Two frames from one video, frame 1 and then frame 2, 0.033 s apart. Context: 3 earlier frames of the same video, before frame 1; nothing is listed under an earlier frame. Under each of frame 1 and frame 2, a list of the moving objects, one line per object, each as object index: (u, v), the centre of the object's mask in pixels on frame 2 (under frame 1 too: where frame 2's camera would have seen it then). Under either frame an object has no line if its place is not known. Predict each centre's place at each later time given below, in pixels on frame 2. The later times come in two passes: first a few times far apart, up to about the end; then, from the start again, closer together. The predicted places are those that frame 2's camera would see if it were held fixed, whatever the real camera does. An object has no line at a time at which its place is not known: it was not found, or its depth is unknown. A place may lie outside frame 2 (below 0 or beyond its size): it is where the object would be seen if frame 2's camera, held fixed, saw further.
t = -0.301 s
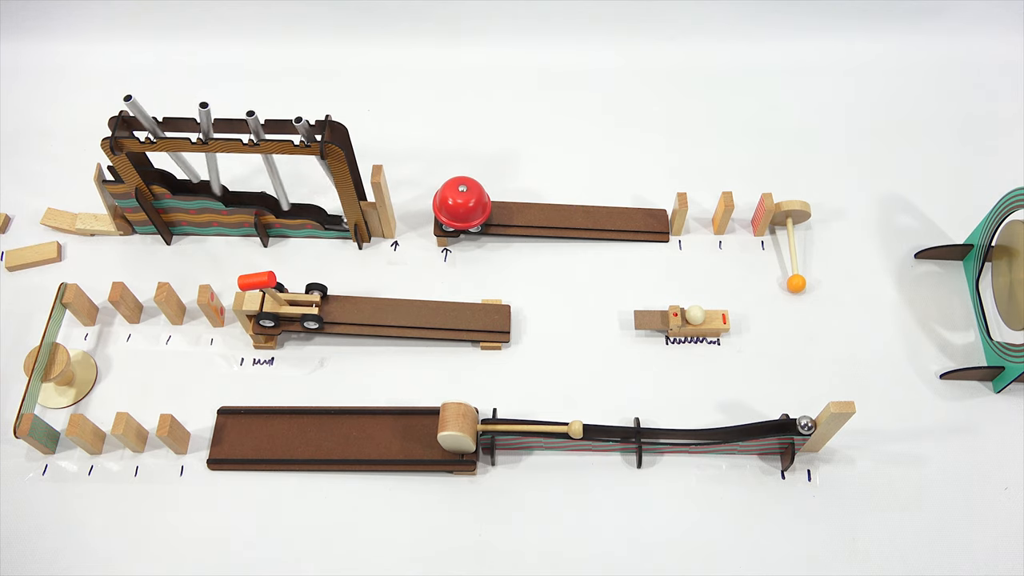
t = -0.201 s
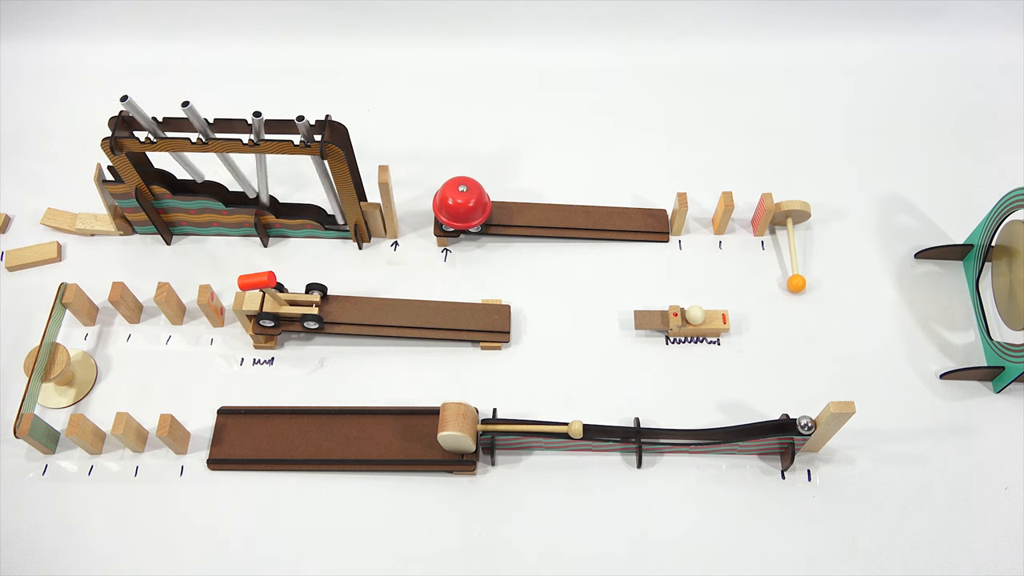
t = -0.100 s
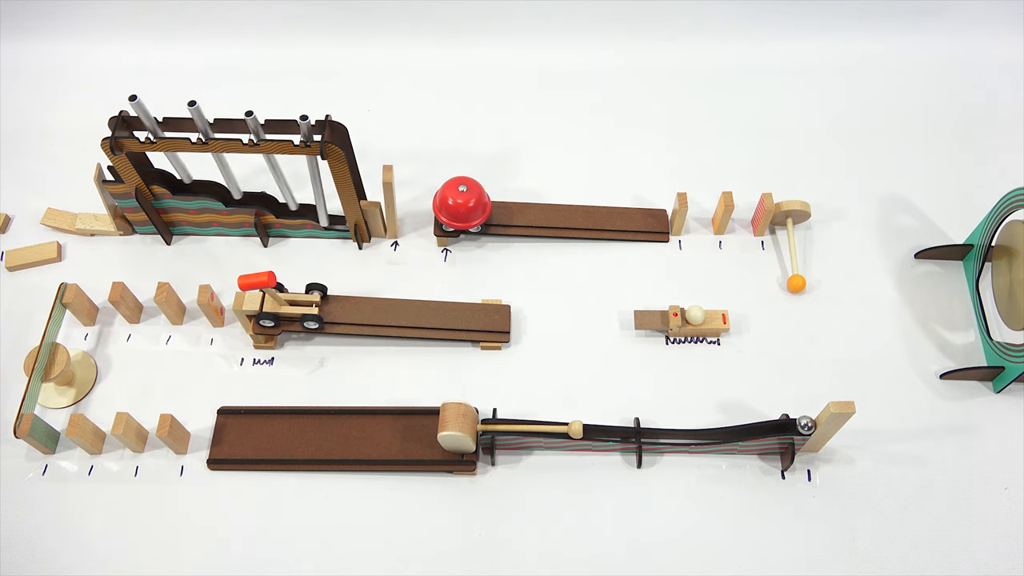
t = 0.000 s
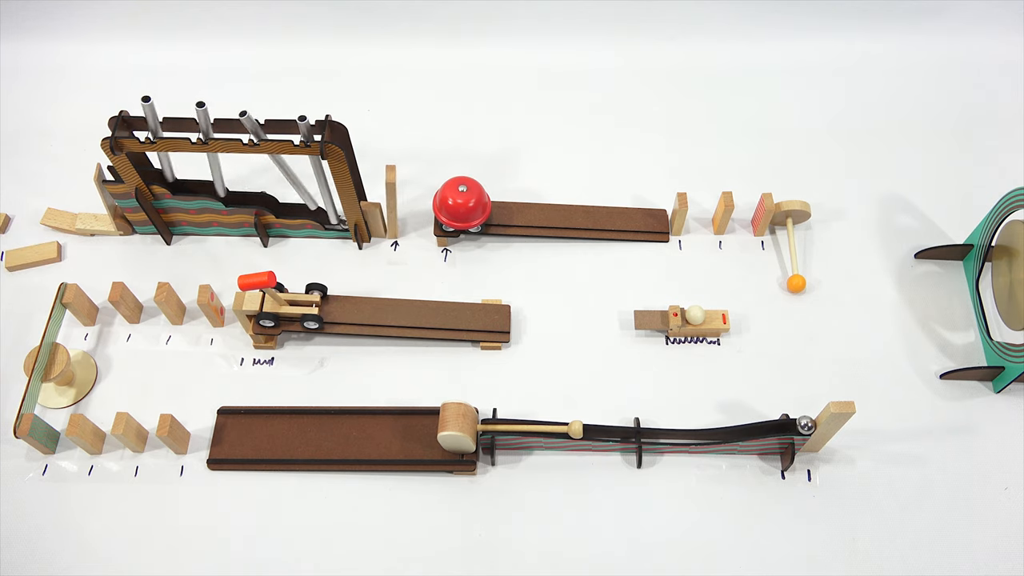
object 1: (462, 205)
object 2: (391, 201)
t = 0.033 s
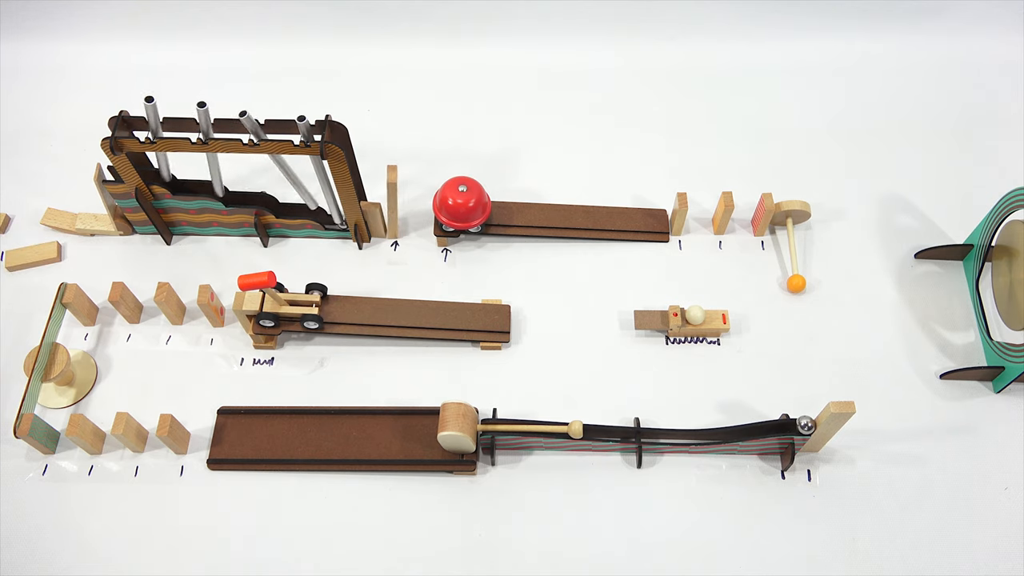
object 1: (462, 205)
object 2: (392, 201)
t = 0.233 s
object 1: (462, 205)
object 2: (411, 203)
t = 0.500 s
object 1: (492, 206)
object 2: (426, 213)
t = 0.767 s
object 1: (565, 207)
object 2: (428, 216)
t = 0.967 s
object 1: (627, 210)
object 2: (428, 216)
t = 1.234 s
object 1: (691, 216)
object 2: (428, 216)
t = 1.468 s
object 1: (698, 217)
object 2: (428, 216)
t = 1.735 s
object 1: (696, 217)
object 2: (428, 216)
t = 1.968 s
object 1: (696, 217)
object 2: (428, 216)
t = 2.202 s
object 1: (696, 217)
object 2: (428, 216)
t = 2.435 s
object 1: (696, 217)
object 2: (428, 216)
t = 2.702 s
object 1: (696, 217)
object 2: (428, 216)
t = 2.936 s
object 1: (696, 217)
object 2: (428, 216)
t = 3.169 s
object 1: (696, 217)
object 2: (428, 216)
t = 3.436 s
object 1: (696, 217)
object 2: (428, 216)
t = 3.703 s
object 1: (696, 217)
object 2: (428, 216)
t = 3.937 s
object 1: (696, 217)
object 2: (428, 216)
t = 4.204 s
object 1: (696, 217)
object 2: (428, 216)
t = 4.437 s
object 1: (696, 217)
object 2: (428, 216)
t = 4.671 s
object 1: (696, 217)
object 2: (428, 216)
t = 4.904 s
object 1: (696, 217)
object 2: (428, 216)
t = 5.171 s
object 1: (696, 217)
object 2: (428, 216)
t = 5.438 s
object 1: (696, 217)
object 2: (428, 216)
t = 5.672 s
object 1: (696, 217)
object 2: (428, 216)
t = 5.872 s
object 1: (696, 217)
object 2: (428, 216)
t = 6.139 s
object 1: (696, 217)
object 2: (428, 216)
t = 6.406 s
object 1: (696, 217)
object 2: (428, 216)
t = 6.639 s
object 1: (696, 217)
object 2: (428, 216)
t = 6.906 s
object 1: (696, 217)
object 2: (428, 216)
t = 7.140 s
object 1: (696, 217)
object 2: (428, 216)
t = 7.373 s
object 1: (696, 217)
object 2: (428, 216)
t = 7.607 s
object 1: (696, 217)
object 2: (428, 216)
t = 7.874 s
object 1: (696, 217)
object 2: (428, 216)
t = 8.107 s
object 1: (696, 217)
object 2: (428, 216)
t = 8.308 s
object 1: (696, 217)
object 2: (428, 216)
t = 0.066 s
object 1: (462, 205)
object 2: (393, 201)
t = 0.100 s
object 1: (462, 205)
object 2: (395, 202)
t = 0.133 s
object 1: (462, 205)
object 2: (397, 202)
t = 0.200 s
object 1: (462, 205)
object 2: (405, 202)
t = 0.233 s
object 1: (462, 205)
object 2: (411, 203)
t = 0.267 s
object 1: (464, 206)
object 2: (419, 205)
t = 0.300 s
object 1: (465, 206)
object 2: (418, 205)
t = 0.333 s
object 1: (468, 206)
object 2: (419, 207)
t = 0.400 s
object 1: (477, 206)
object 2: (421, 209)
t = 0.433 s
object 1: (482, 206)
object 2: (423, 210)
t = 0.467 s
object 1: (487, 206)
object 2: (424, 211)
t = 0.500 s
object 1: (492, 206)
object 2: (426, 213)
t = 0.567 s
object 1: (507, 206)
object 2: (428, 216)
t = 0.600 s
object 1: (516, 206)
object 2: (428, 216)
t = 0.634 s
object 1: (525, 206)
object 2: (428, 216)
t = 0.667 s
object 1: (535, 206)
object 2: (428, 216)
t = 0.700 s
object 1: (545, 206)
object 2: (428, 216)
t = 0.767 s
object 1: (565, 207)
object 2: (428, 216)
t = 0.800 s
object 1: (575, 208)
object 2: (428, 216)
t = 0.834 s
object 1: (586, 208)
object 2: (428, 216)
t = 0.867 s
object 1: (597, 208)
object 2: (428, 216)
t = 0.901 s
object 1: (608, 209)
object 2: (428, 216)
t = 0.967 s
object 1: (627, 210)
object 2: (428, 216)
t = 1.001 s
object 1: (637, 211)
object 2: (428, 216)
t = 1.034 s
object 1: (647, 212)
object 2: (428, 216)
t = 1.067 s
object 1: (656, 212)
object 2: (428, 216)
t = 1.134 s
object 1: (673, 214)
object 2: (428, 216)
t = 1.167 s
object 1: (680, 215)
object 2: (428, 216)
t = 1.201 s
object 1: (686, 215)
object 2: (428, 216)
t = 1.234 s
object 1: (691, 216)
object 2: (428, 216)
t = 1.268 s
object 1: (694, 217)
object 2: (428, 216)
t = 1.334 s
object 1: (698, 217)
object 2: (428, 216)
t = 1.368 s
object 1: (699, 217)
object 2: (428, 216)
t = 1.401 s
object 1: (699, 217)
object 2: (428, 216)
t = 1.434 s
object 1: (699, 217)
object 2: (428, 216)
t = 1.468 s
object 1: (698, 217)
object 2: (428, 216)
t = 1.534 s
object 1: (697, 217)
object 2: (428, 216)
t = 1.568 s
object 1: (697, 217)
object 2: (428, 216)
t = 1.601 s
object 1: (696, 217)
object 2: (428, 216)
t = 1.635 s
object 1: (696, 217)
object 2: (428, 216)
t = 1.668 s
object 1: (696, 217)
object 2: (428, 216)
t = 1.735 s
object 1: (696, 217)
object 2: (428, 216)
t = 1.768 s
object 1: (696, 217)
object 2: (428, 216)
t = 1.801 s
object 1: (696, 217)
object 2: (428, 216)
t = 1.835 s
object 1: (696, 217)
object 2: (428, 216)
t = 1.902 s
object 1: (696, 217)
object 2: (428, 216)
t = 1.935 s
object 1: (696, 217)
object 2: (428, 216)
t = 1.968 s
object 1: (696, 217)
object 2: (428, 216)
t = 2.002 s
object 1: (696, 217)
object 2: (428, 216)
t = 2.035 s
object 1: (696, 217)
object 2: (428, 216)
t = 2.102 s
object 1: (696, 217)
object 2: (428, 216)
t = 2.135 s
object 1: (696, 217)
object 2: (428, 216)
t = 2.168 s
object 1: (696, 217)
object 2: (428, 216)
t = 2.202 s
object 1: (696, 217)
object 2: (428, 216)
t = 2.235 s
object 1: (696, 217)
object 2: (428, 216)
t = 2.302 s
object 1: (696, 217)
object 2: (428, 216)
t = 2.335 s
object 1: (696, 217)
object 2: (428, 216)
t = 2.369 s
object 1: (696, 217)
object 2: (428, 216)
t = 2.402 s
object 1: (696, 217)
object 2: (428, 216)
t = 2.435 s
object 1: (696, 217)
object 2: (428, 216)
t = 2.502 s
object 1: (696, 217)
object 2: (428, 216)
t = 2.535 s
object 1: (696, 217)
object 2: (428, 216)
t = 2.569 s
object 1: (696, 217)
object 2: (428, 216)
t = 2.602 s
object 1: (696, 217)
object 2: (428, 216)
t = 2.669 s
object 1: (696, 217)
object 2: (428, 216)
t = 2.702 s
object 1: (696, 217)
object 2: (428, 216)
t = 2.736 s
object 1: (696, 217)
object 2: (428, 216)
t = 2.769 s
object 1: (696, 217)
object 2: (428, 216)
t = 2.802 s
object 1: (696, 217)
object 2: (428, 216)
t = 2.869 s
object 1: (696, 217)
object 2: (428, 216)
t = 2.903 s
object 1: (696, 217)
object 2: (428, 216)
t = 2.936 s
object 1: (696, 217)
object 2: (428, 216)
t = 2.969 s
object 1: (696, 217)
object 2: (428, 216)
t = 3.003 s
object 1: (696, 217)
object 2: (428, 216)
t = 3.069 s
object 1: (696, 217)
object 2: (428, 216)
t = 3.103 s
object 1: (696, 217)
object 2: (428, 216)
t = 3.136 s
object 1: (696, 217)
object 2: (428, 216)
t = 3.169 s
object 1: (696, 217)
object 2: (428, 216)
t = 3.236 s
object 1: (696, 217)
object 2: (428, 216)
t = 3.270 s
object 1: (696, 217)
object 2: (428, 216)
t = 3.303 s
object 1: (696, 217)
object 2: (428, 216)
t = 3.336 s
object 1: (696, 217)
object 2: (428, 216)
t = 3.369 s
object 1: (696, 217)
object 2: (428, 216)
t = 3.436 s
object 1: (696, 217)
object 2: (428, 216)
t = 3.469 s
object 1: (696, 217)
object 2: (428, 216)
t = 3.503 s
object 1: (696, 217)
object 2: (428, 216)
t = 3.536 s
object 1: (696, 217)
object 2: (428, 216)
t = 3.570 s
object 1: (696, 217)
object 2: (428, 216)
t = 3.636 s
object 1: (696, 217)
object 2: (428, 216)
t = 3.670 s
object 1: (696, 217)
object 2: (428, 216)
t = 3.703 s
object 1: (696, 217)
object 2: (428, 216)
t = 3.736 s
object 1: (696, 217)
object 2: (428, 216)
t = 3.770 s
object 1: (696, 217)
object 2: (428, 216)
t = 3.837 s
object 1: (696, 217)
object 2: (428, 216)
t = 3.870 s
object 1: (696, 217)
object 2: (428, 216)
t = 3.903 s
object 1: (696, 217)
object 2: (428, 216)
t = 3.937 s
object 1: (696, 217)
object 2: (428, 216)
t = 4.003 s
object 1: (696, 217)
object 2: (428, 216)
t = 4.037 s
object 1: (696, 217)
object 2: (428, 216)
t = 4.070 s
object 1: (696, 217)
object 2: (428, 216)
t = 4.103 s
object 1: (696, 217)
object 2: (428, 216)
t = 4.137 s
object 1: (696, 217)
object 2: (428, 216)
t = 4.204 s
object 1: (696, 217)
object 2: (428, 216)
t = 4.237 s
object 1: (696, 217)
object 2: (428, 216)
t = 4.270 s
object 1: (696, 217)
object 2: (428, 216)
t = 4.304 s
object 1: (696, 217)
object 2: (428, 216)
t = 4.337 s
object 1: (696, 217)
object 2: (428, 216)
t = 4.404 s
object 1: (696, 217)
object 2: (428, 216)
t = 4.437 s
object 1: (696, 217)
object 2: (428, 216)
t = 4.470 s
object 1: (696, 217)
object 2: (428, 216)
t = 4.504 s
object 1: (696, 217)
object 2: (428, 216)
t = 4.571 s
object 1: (696, 217)
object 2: (428, 216)
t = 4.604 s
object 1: (696, 217)
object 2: (428, 216)
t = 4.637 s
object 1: (696, 217)
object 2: (428, 216)
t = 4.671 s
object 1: (696, 217)
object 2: (428, 216)
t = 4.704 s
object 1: (696, 217)
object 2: (428, 216)
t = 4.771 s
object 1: (696, 217)
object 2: (428, 216)
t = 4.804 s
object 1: (696, 217)
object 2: (428, 216)
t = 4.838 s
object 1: (696, 217)
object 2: (428, 216)
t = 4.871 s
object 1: (696, 217)
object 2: (428, 216)
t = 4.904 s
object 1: (696, 217)
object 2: (428, 216)
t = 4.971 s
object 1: (696, 217)
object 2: (428, 216)
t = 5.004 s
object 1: (696, 217)
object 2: (428, 216)
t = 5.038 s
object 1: (696, 217)
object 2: (428, 216)
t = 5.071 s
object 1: (696, 217)
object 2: (428, 216)
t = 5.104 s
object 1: (696, 217)
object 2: (428, 216)
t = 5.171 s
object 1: (696, 217)
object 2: (428, 216)
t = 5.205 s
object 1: (696, 217)
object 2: (428, 216)
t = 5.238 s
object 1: (696, 217)
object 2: (428, 216)
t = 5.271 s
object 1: (696, 217)
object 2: (428, 216)
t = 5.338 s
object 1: (696, 217)
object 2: (428, 216)
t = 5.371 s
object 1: (696, 217)
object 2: (428, 216)
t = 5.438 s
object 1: (696, 217)
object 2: (428, 216)
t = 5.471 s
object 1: (696, 217)
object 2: (428, 216)
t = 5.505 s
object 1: (696, 217)
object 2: (428, 216)
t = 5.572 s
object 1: (696, 217)
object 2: (428, 216)
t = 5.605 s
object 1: (696, 217)
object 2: (428, 216)
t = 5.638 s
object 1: (696, 217)
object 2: (428, 216)
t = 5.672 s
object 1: (696, 217)
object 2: (428, 216)
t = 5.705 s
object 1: (696, 217)
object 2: (428, 216)
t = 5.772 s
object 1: (696, 217)
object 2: (428, 216)
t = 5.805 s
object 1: (696, 217)
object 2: (428, 216)
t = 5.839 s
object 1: (696, 217)
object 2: (428, 216)
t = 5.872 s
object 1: (696, 217)
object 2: (428, 216)
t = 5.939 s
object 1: (696, 217)
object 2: (428, 216)
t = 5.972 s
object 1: (696, 217)
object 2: (428, 216)
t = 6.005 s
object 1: (696, 217)
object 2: (428, 216)
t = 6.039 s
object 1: (696, 217)
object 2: (428, 216)
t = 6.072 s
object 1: (696, 217)
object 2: (428, 216)
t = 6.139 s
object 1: (696, 217)
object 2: (428, 216)
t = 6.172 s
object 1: (696, 217)
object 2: (428, 216)
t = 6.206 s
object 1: (696, 217)
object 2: (428, 216)
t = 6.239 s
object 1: (696, 217)
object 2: (428, 216)
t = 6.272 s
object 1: (696, 217)
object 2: (428, 216)
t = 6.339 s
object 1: (696, 217)
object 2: (428, 216)
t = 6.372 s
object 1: (696, 217)
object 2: (428, 216)
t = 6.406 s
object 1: (696, 217)
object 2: (428, 216)
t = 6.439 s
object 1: (696, 217)
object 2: (428, 216)
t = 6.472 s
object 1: (696, 217)
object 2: (428, 216)
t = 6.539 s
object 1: (696, 217)
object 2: (428, 216)
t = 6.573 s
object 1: (696, 217)
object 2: (428, 216)
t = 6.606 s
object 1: (696, 217)
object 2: (428, 216)
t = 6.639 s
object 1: (696, 217)
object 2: (428, 216)
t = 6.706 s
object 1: (696, 217)
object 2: (428, 216)
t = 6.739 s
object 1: (696, 217)
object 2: (428, 216)
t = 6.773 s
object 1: (696, 217)
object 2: (428, 216)
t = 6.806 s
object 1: (696, 217)
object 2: (428, 216)
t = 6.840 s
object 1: (696, 217)
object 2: (428, 216)
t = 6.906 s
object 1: (696, 217)
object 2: (428, 216)
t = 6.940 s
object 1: (696, 217)
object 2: (428, 216)
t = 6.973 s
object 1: (696, 217)
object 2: (428, 216)
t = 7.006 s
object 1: (696, 217)
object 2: (428, 216)
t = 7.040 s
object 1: (696, 217)
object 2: (428, 216)
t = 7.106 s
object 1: (696, 217)
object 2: (428, 216)
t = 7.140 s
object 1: (696, 217)
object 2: (428, 216)
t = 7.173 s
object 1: (696, 217)
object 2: (428, 216)
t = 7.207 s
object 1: (696, 217)
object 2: (428, 216)
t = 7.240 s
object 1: (696, 217)
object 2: (428, 216)
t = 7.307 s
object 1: (696, 217)
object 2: (428, 216)
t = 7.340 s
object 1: (696, 217)
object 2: (428, 216)
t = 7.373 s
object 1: (696, 217)
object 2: (428, 216)
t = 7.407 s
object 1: (696, 217)
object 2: (428, 216)
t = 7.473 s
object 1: (696, 217)
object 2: (428, 216)
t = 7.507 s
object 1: (696, 217)
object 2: (428, 216)
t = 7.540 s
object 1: (696, 217)
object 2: (428, 216)
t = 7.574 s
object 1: (696, 217)
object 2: (428, 216)
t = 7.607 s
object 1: (696, 217)
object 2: (428, 216)
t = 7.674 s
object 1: (696, 217)
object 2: (428, 216)
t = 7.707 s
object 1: (696, 217)
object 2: (428, 216)
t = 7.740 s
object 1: (696, 217)
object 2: (428, 216)
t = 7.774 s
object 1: (696, 217)
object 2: (428, 216)
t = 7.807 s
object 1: (696, 217)
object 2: (428, 216)
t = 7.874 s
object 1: (696, 217)
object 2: (428, 216)
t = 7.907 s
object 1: (696, 217)
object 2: (428, 216)
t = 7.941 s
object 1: (696, 217)
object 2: (428, 216)
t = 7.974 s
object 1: (696, 217)
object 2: (428, 216)
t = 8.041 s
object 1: (696, 217)
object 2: (428, 216)
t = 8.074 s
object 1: (696, 217)
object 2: (428, 216)
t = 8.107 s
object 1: (696, 217)
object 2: (428, 216)
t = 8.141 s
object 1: (696, 217)
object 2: (428, 216)
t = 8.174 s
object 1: (696, 217)
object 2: (428, 216)
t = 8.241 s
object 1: (696, 217)
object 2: (428, 216)
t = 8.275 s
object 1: (696, 217)
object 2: (428, 216)
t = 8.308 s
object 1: (696, 217)
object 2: (428, 216)
